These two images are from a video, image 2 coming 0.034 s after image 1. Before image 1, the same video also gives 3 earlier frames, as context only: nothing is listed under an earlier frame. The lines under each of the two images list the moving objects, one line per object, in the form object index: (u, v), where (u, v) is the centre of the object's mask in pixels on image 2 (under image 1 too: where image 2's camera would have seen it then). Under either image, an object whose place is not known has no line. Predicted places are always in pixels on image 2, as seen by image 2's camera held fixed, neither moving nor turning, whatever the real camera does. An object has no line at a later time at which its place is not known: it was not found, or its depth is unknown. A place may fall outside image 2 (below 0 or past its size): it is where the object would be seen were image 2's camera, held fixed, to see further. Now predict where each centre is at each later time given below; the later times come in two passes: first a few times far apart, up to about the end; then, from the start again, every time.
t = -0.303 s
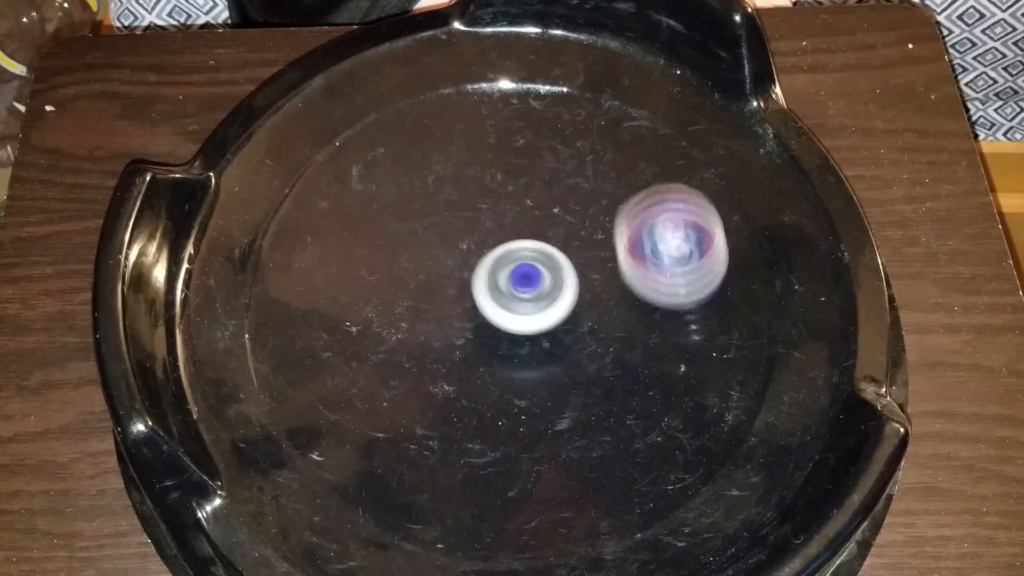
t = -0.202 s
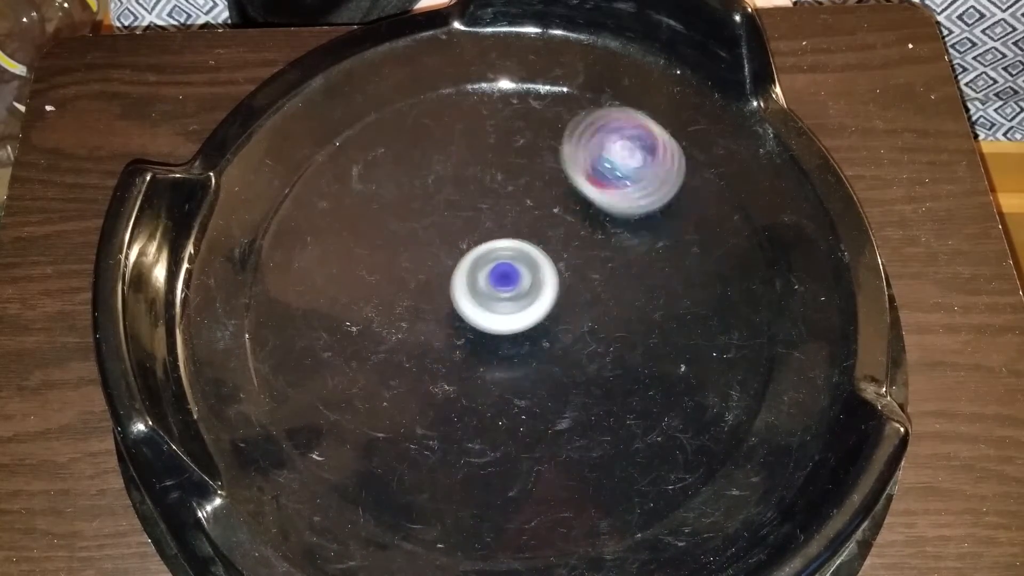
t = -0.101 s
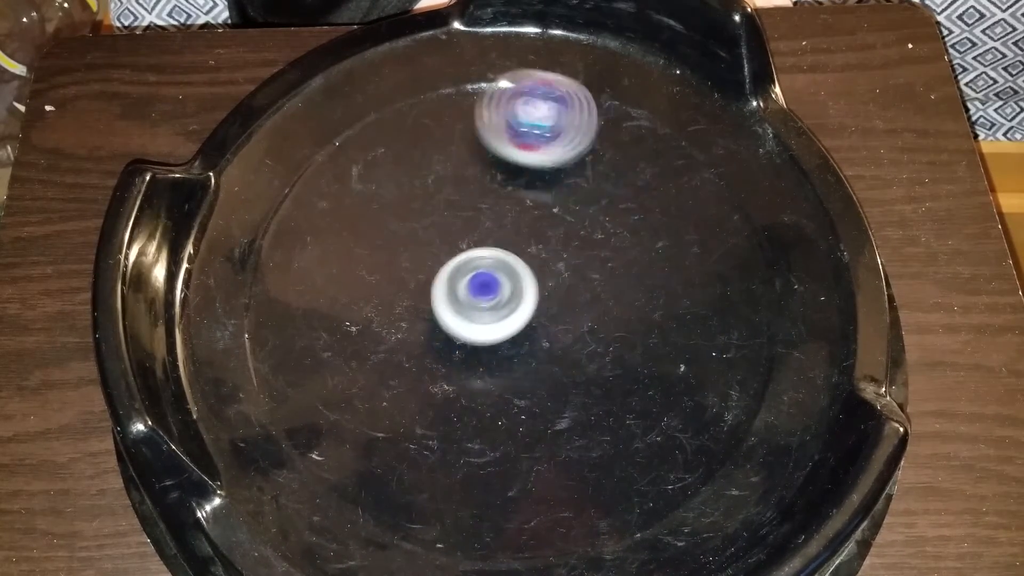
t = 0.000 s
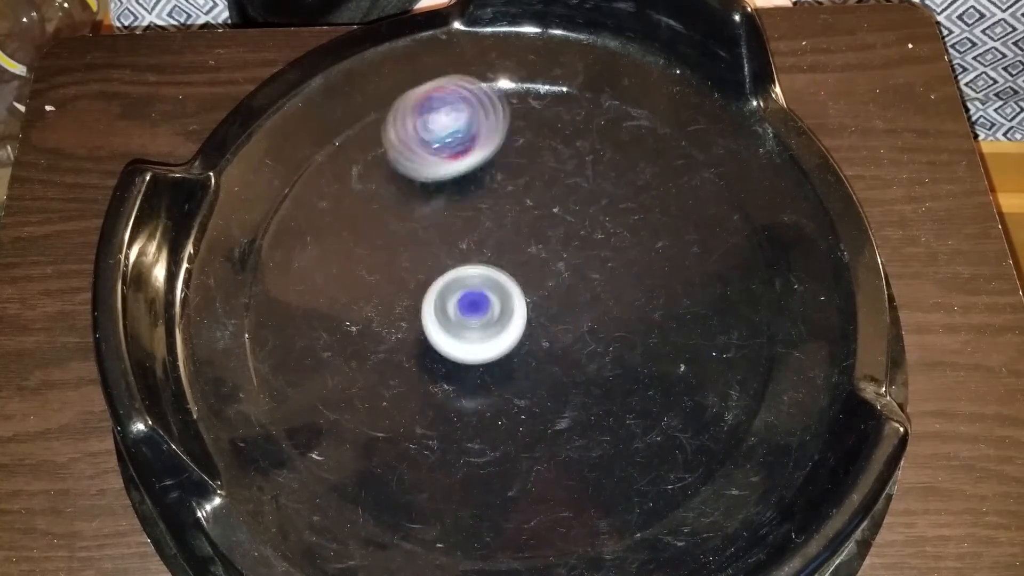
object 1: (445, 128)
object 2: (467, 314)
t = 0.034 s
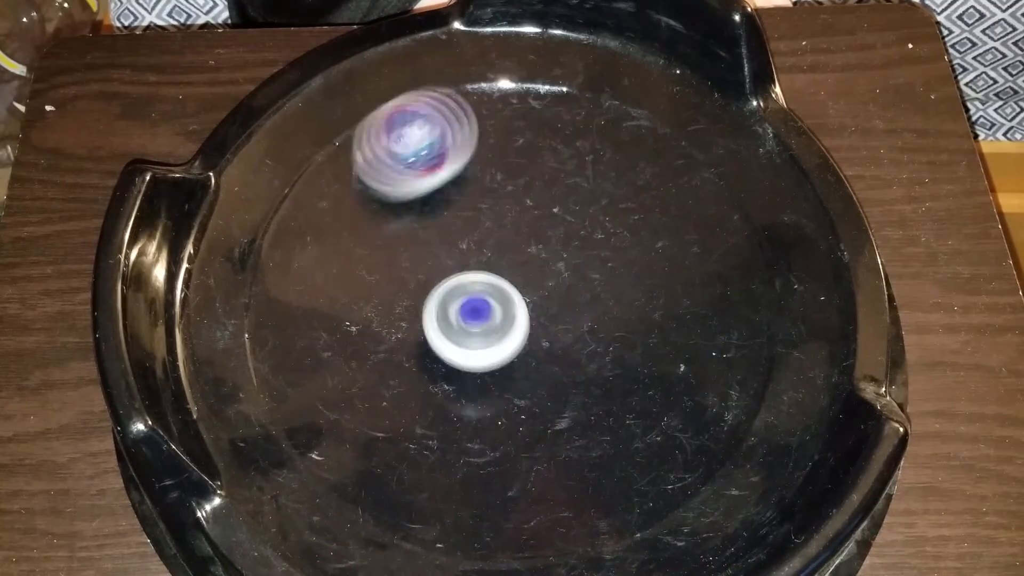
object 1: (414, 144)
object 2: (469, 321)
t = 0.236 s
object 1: (340, 326)
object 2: (502, 330)
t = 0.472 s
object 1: (578, 440)
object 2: (509, 291)
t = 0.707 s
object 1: (688, 247)
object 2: (464, 288)
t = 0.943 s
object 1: (489, 154)
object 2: (465, 311)
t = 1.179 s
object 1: (344, 332)
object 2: (499, 301)
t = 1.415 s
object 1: (546, 476)
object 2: (500, 289)
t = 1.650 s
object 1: (671, 294)
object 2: (496, 290)
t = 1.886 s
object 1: (487, 171)
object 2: (508, 292)
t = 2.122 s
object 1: (311, 305)
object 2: (503, 295)
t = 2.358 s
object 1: (480, 461)
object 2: (505, 302)
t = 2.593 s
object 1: (643, 308)
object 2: (500, 292)
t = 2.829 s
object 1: (511, 151)
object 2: (493, 310)
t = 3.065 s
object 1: (326, 240)
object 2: (489, 307)
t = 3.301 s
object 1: (451, 422)
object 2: (473, 305)
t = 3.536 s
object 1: (654, 321)
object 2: (485, 302)
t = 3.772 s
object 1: (573, 155)
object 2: (485, 307)
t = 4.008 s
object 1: (381, 217)
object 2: (481, 299)
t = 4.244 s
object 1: (441, 415)
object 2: (486, 307)
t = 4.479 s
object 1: (654, 374)
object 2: (496, 302)
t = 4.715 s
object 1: (602, 199)
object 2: (506, 299)
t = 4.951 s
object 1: (396, 224)
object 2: (505, 291)
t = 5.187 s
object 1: (391, 412)
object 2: (504, 295)
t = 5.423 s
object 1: (597, 417)
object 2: (503, 299)
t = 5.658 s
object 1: (600, 234)
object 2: (504, 299)
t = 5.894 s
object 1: (408, 196)
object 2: (506, 298)
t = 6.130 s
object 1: (351, 355)
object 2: (503, 299)
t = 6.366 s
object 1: (552, 405)
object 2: (494, 301)
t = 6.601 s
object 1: (616, 238)
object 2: (496, 302)
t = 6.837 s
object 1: (469, 162)
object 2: (496, 301)
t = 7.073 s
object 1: (368, 296)
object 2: (494, 300)
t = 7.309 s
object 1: (529, 408)
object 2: (501, 301)
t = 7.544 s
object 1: (650, 282)
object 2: (507, 298)
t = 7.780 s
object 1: (524, 185)
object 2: (507, 298)
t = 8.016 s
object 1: (385, 291)
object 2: (507, 297)
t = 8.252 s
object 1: (487, 428)
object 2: (505, 294)
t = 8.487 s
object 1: (623, 350)
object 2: (504, 297)
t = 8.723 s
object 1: (578, 205)
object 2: (483, 299)
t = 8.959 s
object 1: (417, 220)
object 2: (482, 305)
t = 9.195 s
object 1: (396, 372)
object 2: (516, 310)
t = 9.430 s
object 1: (571, 387)
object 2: (505, 298)
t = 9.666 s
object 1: (619, 250)
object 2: (485, 277)
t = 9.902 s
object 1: (474, 199)
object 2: (495, 292)
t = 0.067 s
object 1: (384, 165)
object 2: (473, 326)
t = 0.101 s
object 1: (359, 189)
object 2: (479, 331)
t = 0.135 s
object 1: (340, 218)
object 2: (485, 333)
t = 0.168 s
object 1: (331, 253)
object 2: (491, 333)
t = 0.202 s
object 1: (330, 289)
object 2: (497, 333)
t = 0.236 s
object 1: (340, 326)
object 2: (502, 330)
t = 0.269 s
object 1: (358, 361)
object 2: (507, 327)
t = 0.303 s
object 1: (384, 391)
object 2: (510, 323)
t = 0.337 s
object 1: (417, 416)
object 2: (512, 318)
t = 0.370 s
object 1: (455, 434)
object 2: (515, 312)
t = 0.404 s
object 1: (496, 445)
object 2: (514, 305)
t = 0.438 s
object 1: (538, 447)
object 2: (513, 298)
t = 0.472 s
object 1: (578, 440)
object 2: (509, 291)
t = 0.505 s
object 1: (614, 425)
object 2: (502, 287)
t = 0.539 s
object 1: (646, 403)
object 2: (495, 285)
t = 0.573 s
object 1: (670, 376)
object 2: (488, 285)
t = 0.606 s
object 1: (687, 345)
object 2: (481, 285)
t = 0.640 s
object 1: (696, 312)
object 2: (474, 286)
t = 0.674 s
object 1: (695, 279)
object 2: (469, 287)
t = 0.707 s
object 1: (688, 247)
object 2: (464, 288)
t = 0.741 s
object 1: (675, 218)
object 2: (460, 288)
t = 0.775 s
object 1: (654, 192)
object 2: (457, 290)
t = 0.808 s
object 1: (627, 173)
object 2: (457, 293)
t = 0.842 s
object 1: (595, 159)
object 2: (458, 298)
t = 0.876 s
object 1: (560, 151)
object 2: (459, 302)
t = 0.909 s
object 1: (524, 149)
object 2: (461, 307)
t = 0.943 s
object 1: (489, 154)
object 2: (465, 311)
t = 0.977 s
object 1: (454, 166)
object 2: (468, 315)
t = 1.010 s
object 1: (421, 183)
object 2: (475, 317)
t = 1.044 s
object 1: (393, 205)
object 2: (482, 317)
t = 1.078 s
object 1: (369, 232)
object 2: (487, 315)
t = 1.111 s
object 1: (353, 263)
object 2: (492, 311)
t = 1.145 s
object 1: (343, 297)
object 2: (495, 306)
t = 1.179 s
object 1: (344, 332)
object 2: (499, 301)
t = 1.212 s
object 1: (353, 368)
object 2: (502, 297)
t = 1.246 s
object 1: (370, 401)
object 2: (505, 293)
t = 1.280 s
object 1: (397, 430)
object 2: (506, 290)
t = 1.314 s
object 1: (430, 453)
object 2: (506, 288)
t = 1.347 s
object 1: (468, 469)
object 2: (505, 288)
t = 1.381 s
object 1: (507, 477)
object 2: (503, 288)
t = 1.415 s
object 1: (546, 476)
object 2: (500, 289)
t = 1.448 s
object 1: (583, 465)
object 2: (498, 290)
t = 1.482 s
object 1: (616, 447)
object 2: (495, 290)
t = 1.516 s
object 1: (642, 422)
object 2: (493, 289)
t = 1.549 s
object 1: (661, 392)
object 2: (491, 288)
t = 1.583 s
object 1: (673, 360)
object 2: (491, 288)
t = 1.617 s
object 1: (676, 327)
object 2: (493, 289)
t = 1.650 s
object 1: (671, 294)
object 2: (496, 290)
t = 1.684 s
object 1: (660, 264)
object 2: (498, 290)
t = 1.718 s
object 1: (641, 237)
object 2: (499, 291)
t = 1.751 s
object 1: (617, 213)
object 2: (501, 291)
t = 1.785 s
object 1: (588, 195)
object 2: (503, 291)
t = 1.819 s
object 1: (556, 182)
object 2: (506, 292)
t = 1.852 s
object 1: (522, 173)
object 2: (509, 293)
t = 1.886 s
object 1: (487, 171)
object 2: (508, 292)
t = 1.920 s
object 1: (452, 175)
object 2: (505, 291)
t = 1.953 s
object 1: (418, 185)
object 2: (503, 291)
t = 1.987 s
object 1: (385, 200)
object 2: (501, 291)
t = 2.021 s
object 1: (358, 219)
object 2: (500, 291)
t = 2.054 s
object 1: (335, 244)
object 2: (500, 292)
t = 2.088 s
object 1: (320, 273)
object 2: (501, 293)
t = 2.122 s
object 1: (311, 305)
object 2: (503, 295)
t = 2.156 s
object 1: (314, 338)
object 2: (505, 296)
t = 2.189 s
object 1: (323, 370)
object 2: (507, 298)
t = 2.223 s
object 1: (342, 400)
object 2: (507, 298)
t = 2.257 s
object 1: (368, 425)
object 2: (506, 297)
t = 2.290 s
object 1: (402, 444)
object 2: (504, 298)
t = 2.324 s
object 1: (441, 456)
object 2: (504, 301)
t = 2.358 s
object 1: (480, 461)
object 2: (505, 302)
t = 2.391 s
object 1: (518, 457)
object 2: (508, 302)
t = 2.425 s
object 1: (554, 444)
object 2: (510, 300)
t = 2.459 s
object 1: (585, 424)
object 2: (511, 297)
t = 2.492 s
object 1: (610, 399)
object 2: (510, 294)
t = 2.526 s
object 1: (628, 370)
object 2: (506, 291)
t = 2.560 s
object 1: (639, 339)
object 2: (502, 291)
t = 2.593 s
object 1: (643, 308)
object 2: (500, 292)
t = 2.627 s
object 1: (640, 276)
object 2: (497, 295)
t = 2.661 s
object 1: (631, 247)
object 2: (495, 298)
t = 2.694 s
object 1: (615, 220)
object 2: (494, 301)
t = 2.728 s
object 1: (594, 196)
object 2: (494, 304)
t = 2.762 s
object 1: (569, 176)
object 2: (494, 306)
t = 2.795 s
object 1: (541, 161)
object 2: (493, 308)
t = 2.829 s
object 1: (511, 151)
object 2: (493, 310)
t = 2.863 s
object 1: (480, 147)
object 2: (493, 311)
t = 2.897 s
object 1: (447, 150)
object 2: (493, 311)
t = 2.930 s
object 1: (415, 159)
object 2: (493, 312)
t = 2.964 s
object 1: (385, 172)
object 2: (492, 311)
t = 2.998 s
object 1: (359, 191)
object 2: (491, 310)
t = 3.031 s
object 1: (338, 213)
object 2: (490, 309)
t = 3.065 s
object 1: (326, 240)
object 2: (489, 307)
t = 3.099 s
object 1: (320, 271)
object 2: (489, 305)
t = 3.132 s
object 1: (323, 303)
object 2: (487, 303)
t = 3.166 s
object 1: (335, 335)
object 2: (486, 302)
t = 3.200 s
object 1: (355, 364)
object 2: (483, 301)
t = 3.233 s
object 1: (382, 389)
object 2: (481, 302)
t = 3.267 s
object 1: (414, 409)
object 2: (478, 304)
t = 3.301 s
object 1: (451, 422)
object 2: (473, 305)
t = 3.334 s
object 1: (488, 426)
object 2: (478, 310)
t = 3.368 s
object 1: (526, 424)
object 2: (476, 308)
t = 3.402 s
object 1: (561, 415)
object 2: (478, 307)
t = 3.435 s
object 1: (593, 398)
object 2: (483, 309)
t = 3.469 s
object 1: (619, 376)
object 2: (486, 307)
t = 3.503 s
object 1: (640, 350)
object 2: (486, 304)
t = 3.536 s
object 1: (654, 321)
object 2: (485, 302)
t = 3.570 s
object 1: (660, 292)
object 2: (483, 302)
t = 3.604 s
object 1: (659, 262)
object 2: (480, 302)
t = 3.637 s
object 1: (652, 233)
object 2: (477, 304)
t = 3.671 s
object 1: (639, 207)
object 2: (474, 303)
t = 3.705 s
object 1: (622, 185)
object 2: (476, 305)
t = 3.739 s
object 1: (599, 168)
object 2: (482, 308)
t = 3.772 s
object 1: (573, 155)
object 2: (485, 307)
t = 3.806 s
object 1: (543, 147)
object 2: (485, 307)
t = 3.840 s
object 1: (513, 144)
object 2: (484, 308)
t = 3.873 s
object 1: (484, 147)
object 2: (484, 309)
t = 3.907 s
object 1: (454, 157)
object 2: (486, 307)
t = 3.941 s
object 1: (426, 174)
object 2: (485, 303)
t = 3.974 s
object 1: (400, 194)
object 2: (483, 301)
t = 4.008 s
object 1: (381, 217)
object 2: (481, 299)
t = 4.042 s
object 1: (368, 246)
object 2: (479, 299)
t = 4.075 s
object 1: (361, 277)
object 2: (474, 297)
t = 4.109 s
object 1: (362, 308)
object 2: (477, 301)
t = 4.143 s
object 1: (372, 339)
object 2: (477, 304)
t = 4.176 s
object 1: (389, 369)
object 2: (478, 307)
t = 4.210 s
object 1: (412, 395)
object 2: (482, 308)
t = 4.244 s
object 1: (441, 415)
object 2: (486, 307)
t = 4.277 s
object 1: (474, 429)
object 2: (488, 304)
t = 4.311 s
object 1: (509, 437)
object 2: (489, 301)
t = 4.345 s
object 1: (544, 438)
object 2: (490, 300)
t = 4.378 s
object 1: (578, 431)
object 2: (490, 300)
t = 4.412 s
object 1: (608, 417)
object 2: (491, 300)
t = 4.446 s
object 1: (634, 398)
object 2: (493, 301)
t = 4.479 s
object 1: (654, 374)
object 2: (496, 302)
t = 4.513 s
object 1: (667, 346)
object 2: (498, 301)
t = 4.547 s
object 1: (673, 317)
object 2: (500, 300)
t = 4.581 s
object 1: (671, 288)
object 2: (501, 299)
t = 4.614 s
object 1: (662, 261)
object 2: (502, 299)
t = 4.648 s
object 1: (646, 236)
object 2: (502, 299)
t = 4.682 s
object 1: (626, 215)
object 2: (504, 300)
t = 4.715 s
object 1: (602, 199)
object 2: (506, 299)
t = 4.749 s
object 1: (574, 188)
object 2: (506, 296)
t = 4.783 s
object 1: (544, 181)
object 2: (505, 294)
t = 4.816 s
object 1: (513, 179)
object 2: (505, 293)
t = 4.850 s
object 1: (481, 183)
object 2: (505, 292)
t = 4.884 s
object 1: (450, 192)
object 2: (506, 292)
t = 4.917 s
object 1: (422, 205)
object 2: (507, 291)
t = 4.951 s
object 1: (396, 224)
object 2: (505, 291)
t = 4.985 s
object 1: (376, 246)
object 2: (505, 291)
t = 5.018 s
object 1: (361, 273)
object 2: (506, 292)
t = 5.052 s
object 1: (352, 301)
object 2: (507, 293)
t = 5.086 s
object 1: (351, 331)
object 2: (505, 293)
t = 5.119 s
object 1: (358, 360)
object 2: (504, 293)
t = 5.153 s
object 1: (371, 388)
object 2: (503, 294)
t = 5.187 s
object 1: (391, 412)
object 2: (504, 295)
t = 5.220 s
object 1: (417, 433)
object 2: (505, 296)
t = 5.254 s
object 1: (448, 447)
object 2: (506, 297)
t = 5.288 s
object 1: (480, 454)
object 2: (507, 298)
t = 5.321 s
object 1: (512, 455)
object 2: (507, 298)
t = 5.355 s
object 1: (542, 449)
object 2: (501, 295)
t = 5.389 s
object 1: (571, 436)
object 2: (503, 297)
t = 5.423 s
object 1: (597, 417)
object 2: (503, 299)
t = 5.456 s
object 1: (617, 393)
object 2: (503, 300)
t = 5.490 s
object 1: (630, 366)
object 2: (503, 300)
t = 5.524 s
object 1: (637, 338)
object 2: (503, 299)
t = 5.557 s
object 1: (637, 309)
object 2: (503, 298)
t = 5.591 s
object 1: (630, 282)
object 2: (503, 298)
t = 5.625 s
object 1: (618, 257)
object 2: (503, 298)
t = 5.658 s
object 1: (600, 234)
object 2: (504, 299)
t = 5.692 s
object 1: (578, 215)
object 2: (504, 299)
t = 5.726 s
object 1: (553, 200)
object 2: (505, 298)
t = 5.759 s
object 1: (525, 189)
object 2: (506, 298)
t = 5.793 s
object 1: (496, 183)
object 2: (507, 298)
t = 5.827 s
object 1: (466, 182)
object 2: (507, 296)
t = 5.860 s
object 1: (436, 187)
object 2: (506, 297)
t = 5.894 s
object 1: (408, 196)
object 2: (506, 298)
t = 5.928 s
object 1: (383, 210)
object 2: (507, 298)
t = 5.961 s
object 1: (361, 228)
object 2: (507, 296)
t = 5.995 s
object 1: (346, 250)
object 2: (505, 296)
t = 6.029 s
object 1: (336, 275)
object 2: (504, 297)
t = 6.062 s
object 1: (333, 302)
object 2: (504, 298)
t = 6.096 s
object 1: (339, 329)
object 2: (503, 299)
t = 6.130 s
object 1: (351, 355)
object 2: (503, 299)
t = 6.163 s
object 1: (369, 378)
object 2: (502, 299)
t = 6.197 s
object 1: (393, 398)
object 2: (501, 299)
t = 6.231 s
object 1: (422, 412)
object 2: (500, 299)
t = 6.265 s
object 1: (455, 420)
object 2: (499, 300)
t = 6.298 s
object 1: (489, 421)
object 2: (498, 300)
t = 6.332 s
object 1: (522, 416)
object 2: (492, 298)
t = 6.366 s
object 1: (552, 405)
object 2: (494, 301)
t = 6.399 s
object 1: (577, 388)
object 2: (495, 302)
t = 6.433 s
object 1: (598, 367)
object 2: (497, 303)
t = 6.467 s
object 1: (614, 342)
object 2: (497, 301)
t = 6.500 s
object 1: (624, 316)
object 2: (496, 299)
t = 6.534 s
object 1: (627, 289)
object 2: (494, 300)
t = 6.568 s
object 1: (624, 263)
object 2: (495, 301)
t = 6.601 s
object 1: (616, 238)
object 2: (496, 302)
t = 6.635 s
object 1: (603, 216)
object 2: (497, 302)
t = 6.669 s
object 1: (586, 197)
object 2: (496, 301)
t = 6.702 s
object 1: (566, 181)
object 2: (494, 299)
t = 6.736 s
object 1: (543, 169)
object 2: (493, 300)
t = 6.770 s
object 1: (519, 162)
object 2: (494, 301)
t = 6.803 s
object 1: (494, 160)
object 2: (496, 302)
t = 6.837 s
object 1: (469, 162)
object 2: (496, 301)
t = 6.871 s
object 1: (444, 170)
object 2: (495, 300)
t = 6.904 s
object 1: (420, 183)
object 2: (494, 300)
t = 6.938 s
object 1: (399, 199)
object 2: (494, 301)
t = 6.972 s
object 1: (383, 219)
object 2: (496, 301)
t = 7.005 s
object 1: (371, 242)
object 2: (496, 300)
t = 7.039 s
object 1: (366, 268)
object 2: (495, 299)
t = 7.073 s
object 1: (368, 296)
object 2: (494, 300)
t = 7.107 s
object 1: (377, 323)
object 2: (495, 302)
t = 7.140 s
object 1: (391, 348)
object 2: (497, 302)
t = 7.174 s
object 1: (412, 370)
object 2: (498, 302)
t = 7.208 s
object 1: (437, 388)
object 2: (499, 301)
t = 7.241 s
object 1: (466, 400)
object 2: (499, 300)
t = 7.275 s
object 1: (498, 407)
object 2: (500, 300)
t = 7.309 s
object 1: (529, 408)
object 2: (501, 301)
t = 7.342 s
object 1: (559, 403)
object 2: (502, 300)
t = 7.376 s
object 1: (587, 391)
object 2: (504, 300)
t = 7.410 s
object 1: (611, 374)
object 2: (506, 299)
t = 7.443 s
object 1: (629, 354)
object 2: (507, 298)
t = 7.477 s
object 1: (643, 331)
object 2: (507, 298)
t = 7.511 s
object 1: (649, 306)
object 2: (507, 299)
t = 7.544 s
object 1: (650, 282)
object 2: (507, 298)
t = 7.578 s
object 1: (644, 258)
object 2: (505, 297)
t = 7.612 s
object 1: (633, 236)
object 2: (504, 298)
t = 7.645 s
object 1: (617, 219)
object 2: (505, 299)
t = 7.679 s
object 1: (597, 205)
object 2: (507, 298)
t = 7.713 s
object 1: (575, 194)
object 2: (506, 297)
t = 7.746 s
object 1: (551, 187)
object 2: (505, 298)
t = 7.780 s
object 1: (524, 185)
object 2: (507, 298)
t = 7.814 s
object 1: (497, 187)
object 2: (507, 297)
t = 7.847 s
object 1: (471, 194)
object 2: (506, 297)
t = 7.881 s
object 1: (446, 207)
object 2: (505, 298)
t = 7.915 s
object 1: (423, 224)
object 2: (506, 299)
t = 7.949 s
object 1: (405, 243)
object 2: (507, 299)
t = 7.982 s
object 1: (392, 266)
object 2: (506, 297)
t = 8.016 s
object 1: (385, 291)
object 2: (507, 297)
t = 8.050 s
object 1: (384, 317)
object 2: (505, 295)
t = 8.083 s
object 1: (389, 343)
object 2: (508, 298)
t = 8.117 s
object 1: (400, 367)
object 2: (506, 299)
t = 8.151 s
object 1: (416, 389)
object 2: (502, 296)
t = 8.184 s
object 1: (438, 408)
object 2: (502, 295)
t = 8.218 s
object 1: (461, 421)
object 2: (506, 297)
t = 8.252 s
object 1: (487, 428)
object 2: (505, 294)
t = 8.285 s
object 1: (514, 431)
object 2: (508, 297)
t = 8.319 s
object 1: (538, 429)
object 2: (507, 299)
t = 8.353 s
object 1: (563, 421)
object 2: (507, 298)
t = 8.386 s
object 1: (583, 408)
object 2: (503, 294)
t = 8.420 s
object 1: (601, 392)
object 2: (504, 296)
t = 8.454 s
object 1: (614, 372)
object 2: (501, 293)
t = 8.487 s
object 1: (623, 350)
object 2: (504, 297)
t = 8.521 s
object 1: (627, 326)
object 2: (505, 297)
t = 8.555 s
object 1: (624, 303)
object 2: (505, 298)
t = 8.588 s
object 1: (621, 279)
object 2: (502, 298)
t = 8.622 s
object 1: (619, 257)
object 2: (494, 298)
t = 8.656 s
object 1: (610, 237)
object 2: (490, 298)
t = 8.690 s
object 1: (596, 220)
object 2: (486, 298)
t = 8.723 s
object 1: (578, 205)
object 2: (483, 299)
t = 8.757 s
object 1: (558, 193)
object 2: (480, 301)
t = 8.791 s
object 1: (535, 186)
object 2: (477, 303)
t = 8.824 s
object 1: (511, 183)
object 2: (477, 306)
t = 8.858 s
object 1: (485, 185)
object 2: (478, 307)
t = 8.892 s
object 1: (460, 192)
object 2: (479, 307)
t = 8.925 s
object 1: (438, 203)
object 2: (481, 306)
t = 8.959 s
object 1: (417, 220)
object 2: (482, 305)
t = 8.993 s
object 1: (402, 239)
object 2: (483, 305)
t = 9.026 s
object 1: (391, 262)
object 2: (483, 305)
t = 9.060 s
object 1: (382, 284)
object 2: (486, 306)
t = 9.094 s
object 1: (374, 304)
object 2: (497, 309)
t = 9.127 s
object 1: (374, 327)
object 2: (507, 311)
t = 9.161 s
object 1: (382, 350)
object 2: (512, 310)
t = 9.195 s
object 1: (396, 372)
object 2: (516, 310)
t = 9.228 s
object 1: (416, 391)
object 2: (516, 308)
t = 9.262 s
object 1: (440, 405)
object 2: (514, 305)
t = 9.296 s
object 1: (467, 413)
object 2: (513, 303)
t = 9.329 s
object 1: (495, 415)
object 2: (510, 301)
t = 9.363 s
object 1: (523, 411)
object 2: (509, 299)
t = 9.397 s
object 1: (548, 402)
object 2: (507, 298)
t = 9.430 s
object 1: (571, 387)
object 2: (505, 298)
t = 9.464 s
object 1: (589, 369)
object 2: (504, 298)
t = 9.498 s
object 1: (603, 349)
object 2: (501, 296)
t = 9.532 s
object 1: (618, 330)
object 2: (491, 289)
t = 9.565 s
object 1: (628, 312)
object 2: (488, 284)
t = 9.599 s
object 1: (630, 291)
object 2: (484, 280)
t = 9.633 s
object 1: (628, 270)
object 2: (484, 278)
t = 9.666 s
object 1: (619, 250)
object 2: (485, 277)
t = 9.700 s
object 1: (606, 231)
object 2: (487, 277)
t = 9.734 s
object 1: (589, 217)
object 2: (489, 278)
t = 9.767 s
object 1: (569, 204)
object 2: (491, 279)
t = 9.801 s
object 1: (547, 195)
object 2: (492, 281)
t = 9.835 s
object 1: (523, 192)
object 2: (494, 284)
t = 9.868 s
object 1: (499, 192)
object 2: (494, 288)
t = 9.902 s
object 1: (474, 199)
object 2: (495, 292)
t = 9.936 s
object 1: (453, 207)
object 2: (495, 294)
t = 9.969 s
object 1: (432, 221)
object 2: (492, 292)
